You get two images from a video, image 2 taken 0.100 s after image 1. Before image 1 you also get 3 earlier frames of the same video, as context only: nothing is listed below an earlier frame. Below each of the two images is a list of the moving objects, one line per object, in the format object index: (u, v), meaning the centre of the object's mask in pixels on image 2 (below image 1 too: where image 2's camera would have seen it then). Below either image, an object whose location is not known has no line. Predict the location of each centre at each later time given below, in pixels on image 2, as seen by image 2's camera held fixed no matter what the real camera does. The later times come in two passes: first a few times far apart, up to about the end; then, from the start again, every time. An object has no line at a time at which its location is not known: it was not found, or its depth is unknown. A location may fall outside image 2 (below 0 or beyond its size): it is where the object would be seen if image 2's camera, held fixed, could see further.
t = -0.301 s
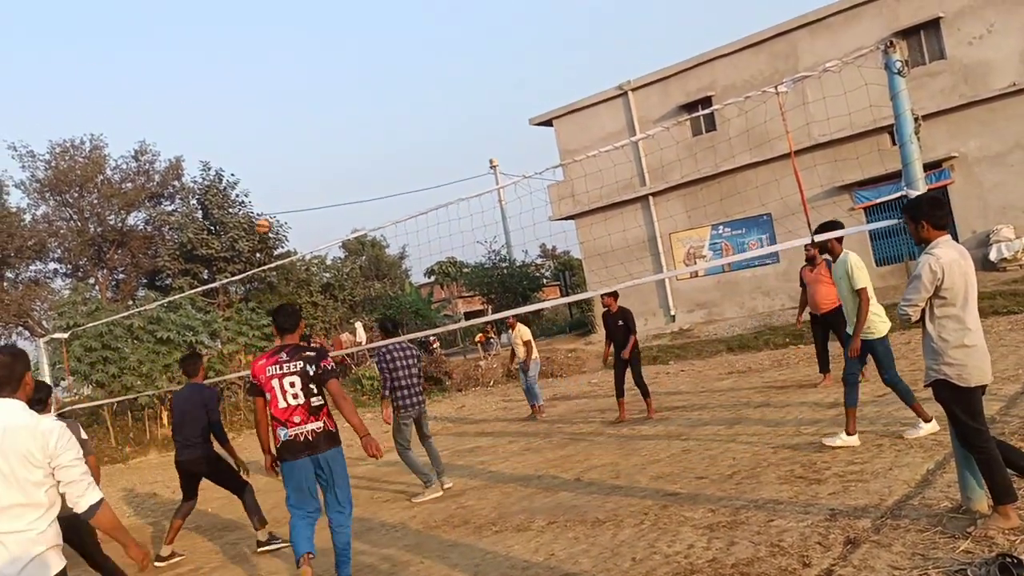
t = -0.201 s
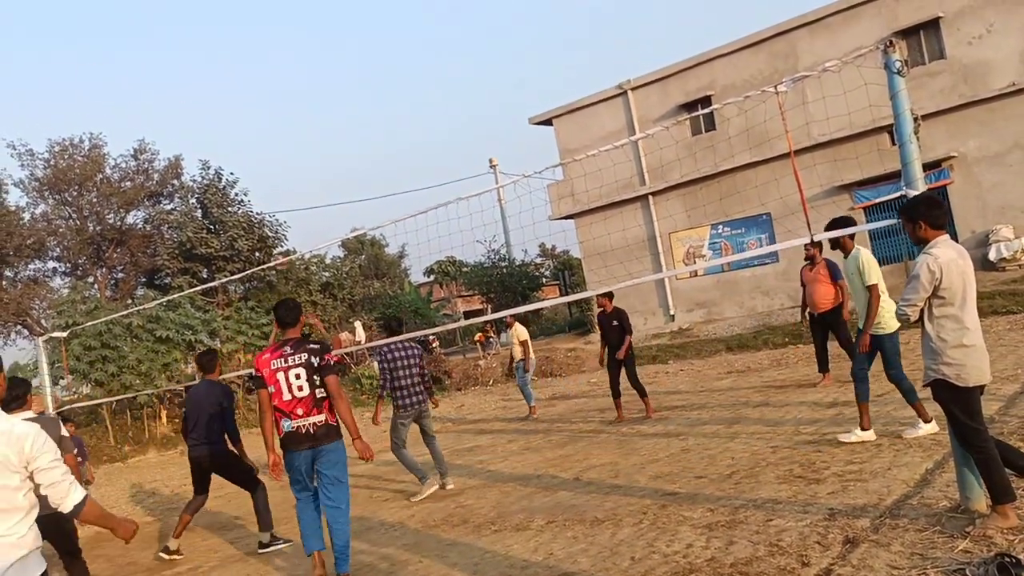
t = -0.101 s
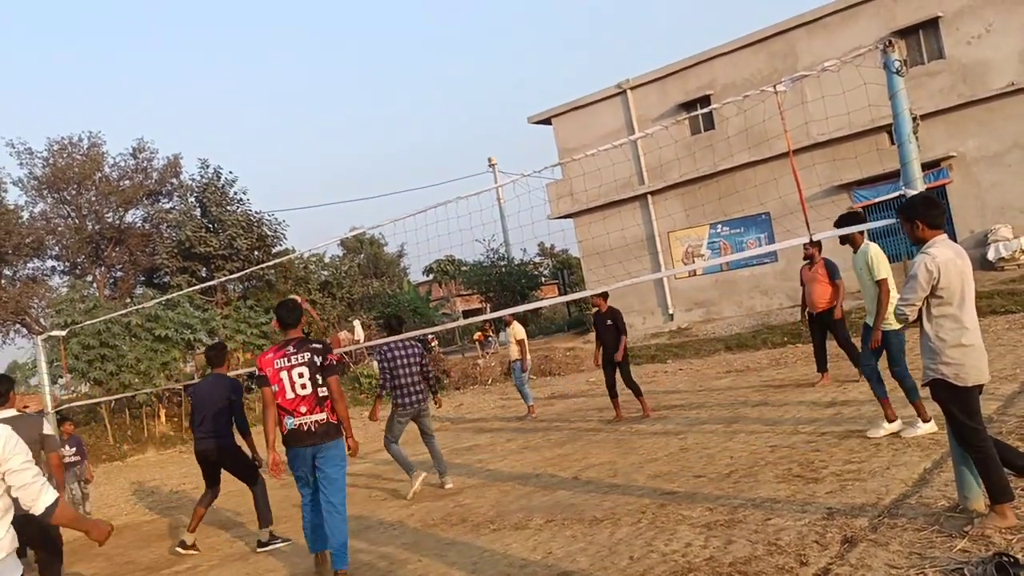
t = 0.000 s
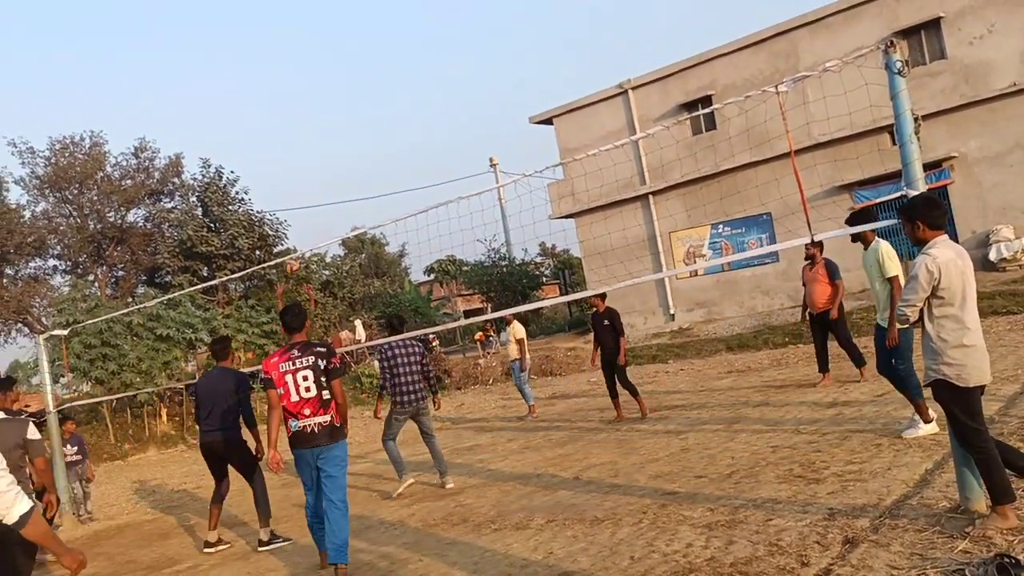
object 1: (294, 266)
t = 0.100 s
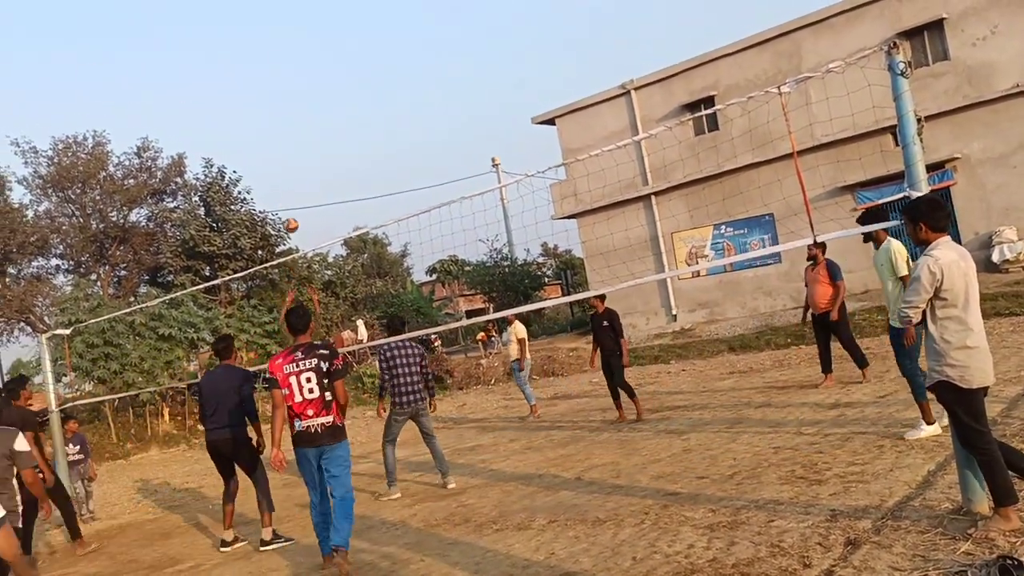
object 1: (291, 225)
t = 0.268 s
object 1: (287, 171)
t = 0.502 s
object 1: (288, 128)
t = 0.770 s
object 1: (299, 128)
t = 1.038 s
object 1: (319, 183)
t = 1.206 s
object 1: (337, 248)
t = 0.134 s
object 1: (290, 213)
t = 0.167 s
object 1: (289, 202)
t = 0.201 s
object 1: (288, 191)
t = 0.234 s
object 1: (287, 181)
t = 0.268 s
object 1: (287, 171)
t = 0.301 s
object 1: (287, 163)
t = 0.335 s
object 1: (286, 155)
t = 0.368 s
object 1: (287, 148)
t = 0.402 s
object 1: (287, 142)
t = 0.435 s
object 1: (287, 137)
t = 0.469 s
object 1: (288, 132)
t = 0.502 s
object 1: (288, 128)
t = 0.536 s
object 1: (289, 125)
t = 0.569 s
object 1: (290, 123)
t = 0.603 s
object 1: (291, 122)
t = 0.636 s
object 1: (292, 121)
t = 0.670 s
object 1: (294, 122)
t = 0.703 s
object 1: (295, 123)
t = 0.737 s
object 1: (297, 125)
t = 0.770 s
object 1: (299, 128)
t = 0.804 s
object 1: (301, 131)
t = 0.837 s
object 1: (303, 136)
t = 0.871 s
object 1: (306, 141)
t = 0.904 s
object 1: (308, 148)
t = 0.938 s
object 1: (311, 155)
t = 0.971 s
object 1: (313, 163)
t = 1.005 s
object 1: (317, 173)
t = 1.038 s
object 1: (319, 183)
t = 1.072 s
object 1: (323, 194)
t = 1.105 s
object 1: (326, 206)
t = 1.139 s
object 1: (329, 219)
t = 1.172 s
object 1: (333, 232)
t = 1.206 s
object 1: (337, 248)
